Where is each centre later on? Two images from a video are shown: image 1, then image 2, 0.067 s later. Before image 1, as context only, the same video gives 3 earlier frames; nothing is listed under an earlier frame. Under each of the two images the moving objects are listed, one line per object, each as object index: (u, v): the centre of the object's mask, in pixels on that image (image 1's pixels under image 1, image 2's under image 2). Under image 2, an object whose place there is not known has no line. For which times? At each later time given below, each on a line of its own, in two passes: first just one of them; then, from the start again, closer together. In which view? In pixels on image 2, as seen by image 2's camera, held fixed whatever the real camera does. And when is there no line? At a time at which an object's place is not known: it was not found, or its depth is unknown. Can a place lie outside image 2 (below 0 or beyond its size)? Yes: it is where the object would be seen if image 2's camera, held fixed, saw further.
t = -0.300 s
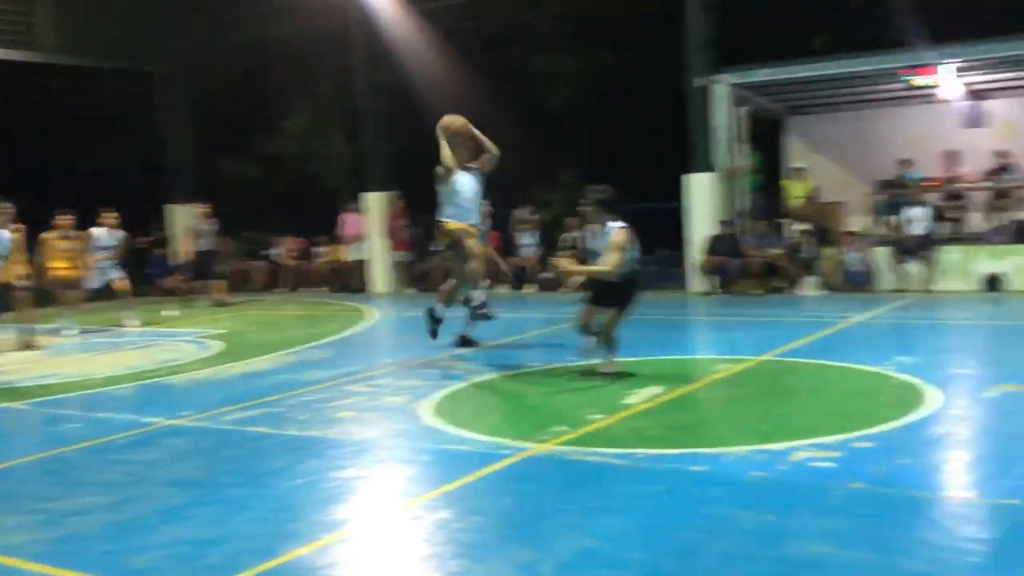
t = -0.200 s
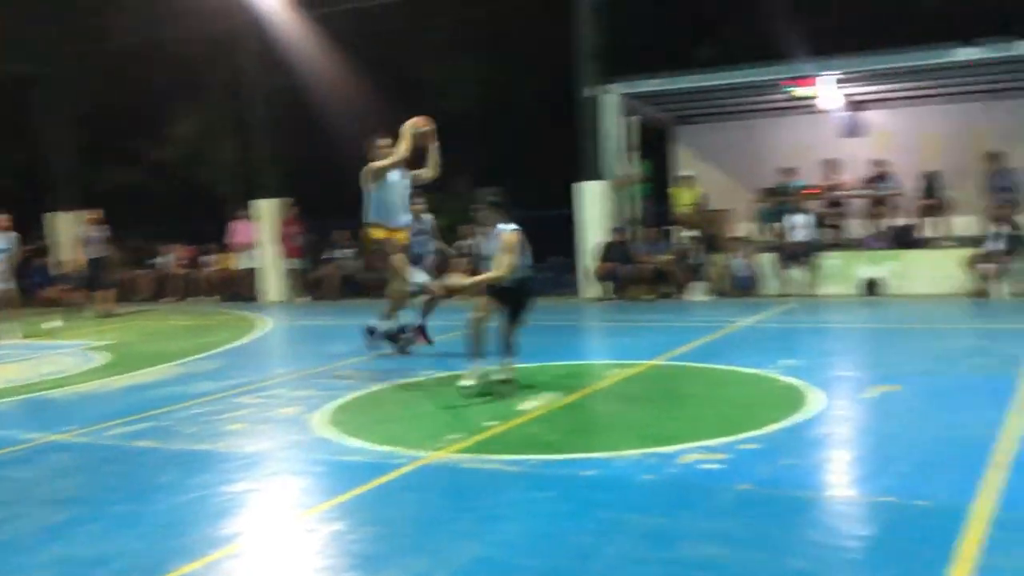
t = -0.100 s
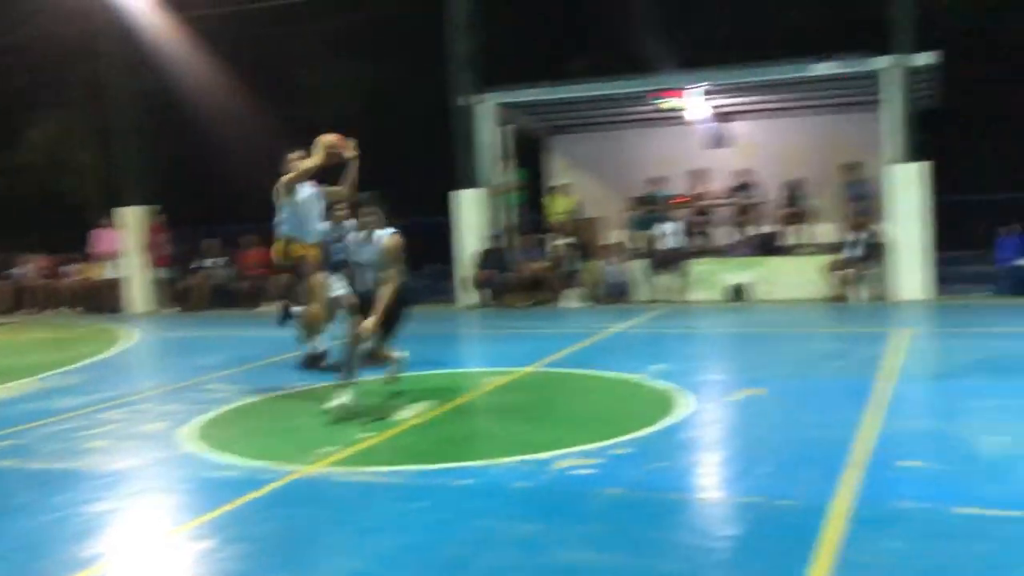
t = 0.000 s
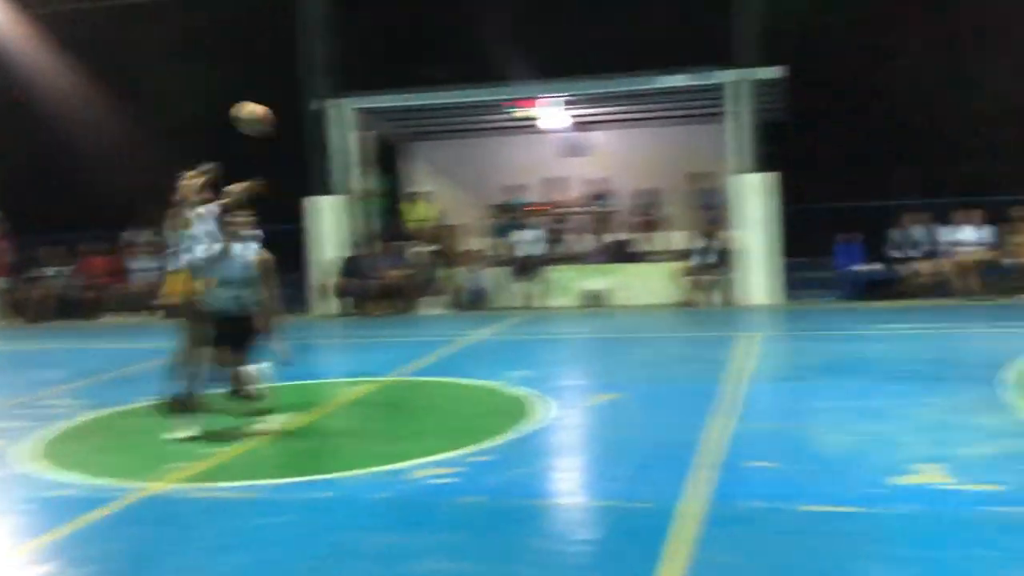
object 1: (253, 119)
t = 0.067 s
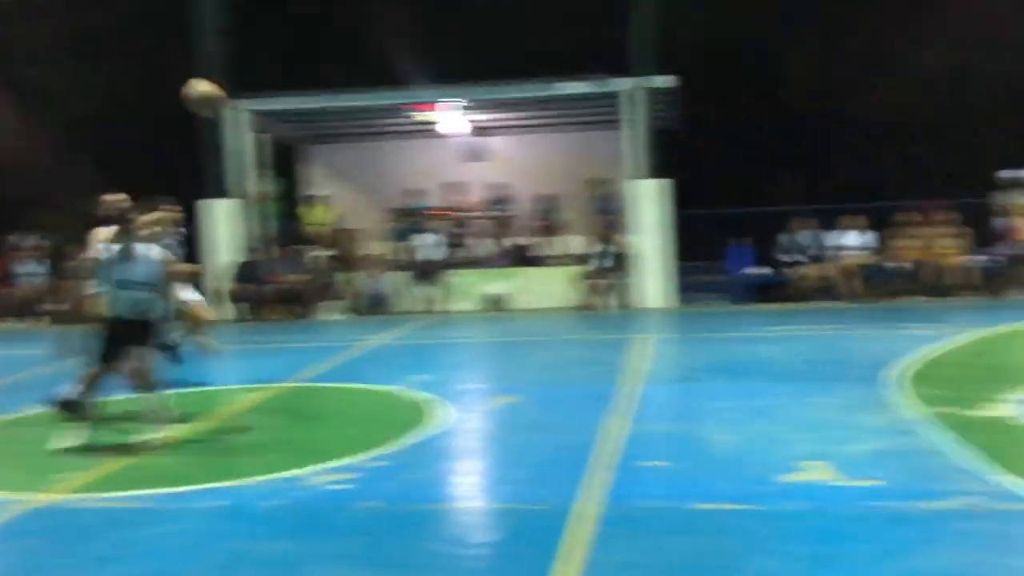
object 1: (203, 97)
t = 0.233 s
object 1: (379, 61)
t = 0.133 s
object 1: (267, 77)
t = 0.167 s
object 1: (305, 72)
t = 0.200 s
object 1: (341, 66)
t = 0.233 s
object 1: (379, 61)
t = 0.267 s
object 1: (420, 58)
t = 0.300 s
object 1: (465, 58)
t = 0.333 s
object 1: (510, 58)
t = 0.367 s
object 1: (559, 60)
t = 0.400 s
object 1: (613, 64)
